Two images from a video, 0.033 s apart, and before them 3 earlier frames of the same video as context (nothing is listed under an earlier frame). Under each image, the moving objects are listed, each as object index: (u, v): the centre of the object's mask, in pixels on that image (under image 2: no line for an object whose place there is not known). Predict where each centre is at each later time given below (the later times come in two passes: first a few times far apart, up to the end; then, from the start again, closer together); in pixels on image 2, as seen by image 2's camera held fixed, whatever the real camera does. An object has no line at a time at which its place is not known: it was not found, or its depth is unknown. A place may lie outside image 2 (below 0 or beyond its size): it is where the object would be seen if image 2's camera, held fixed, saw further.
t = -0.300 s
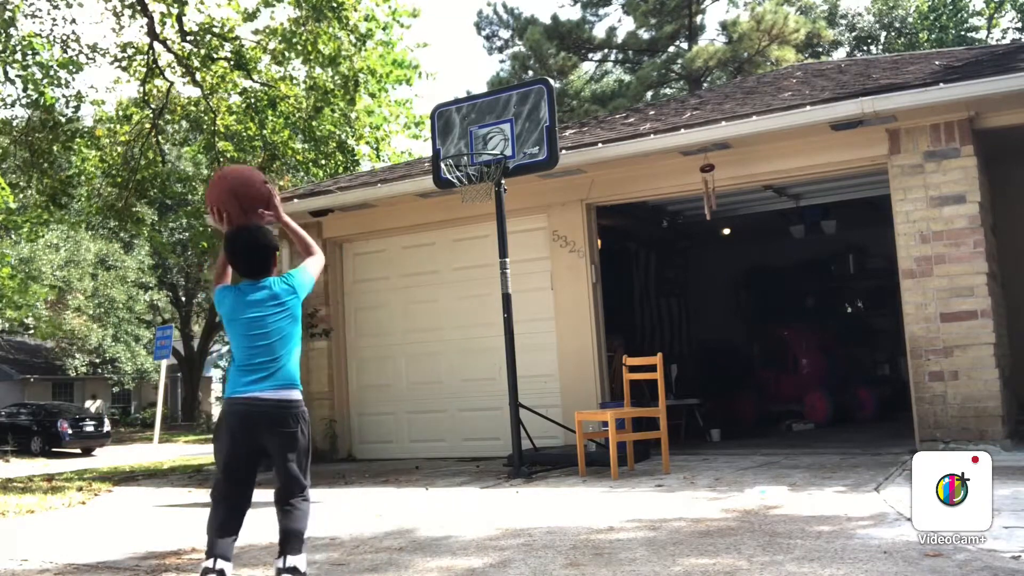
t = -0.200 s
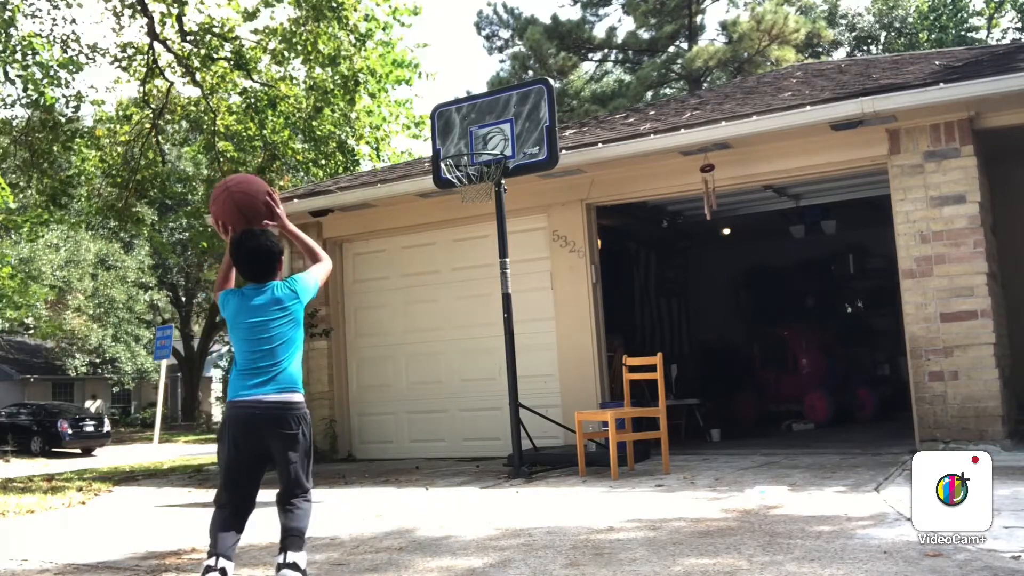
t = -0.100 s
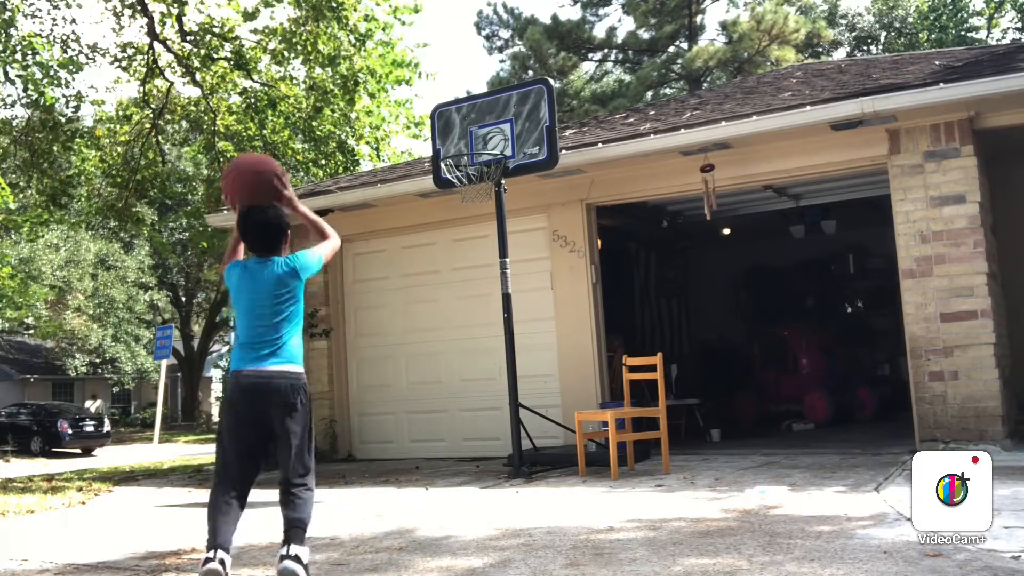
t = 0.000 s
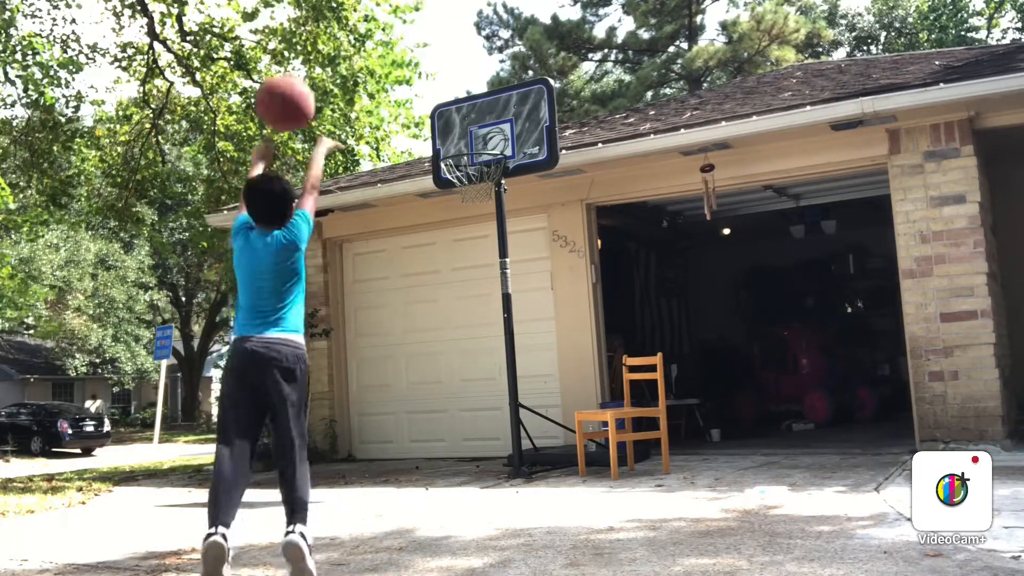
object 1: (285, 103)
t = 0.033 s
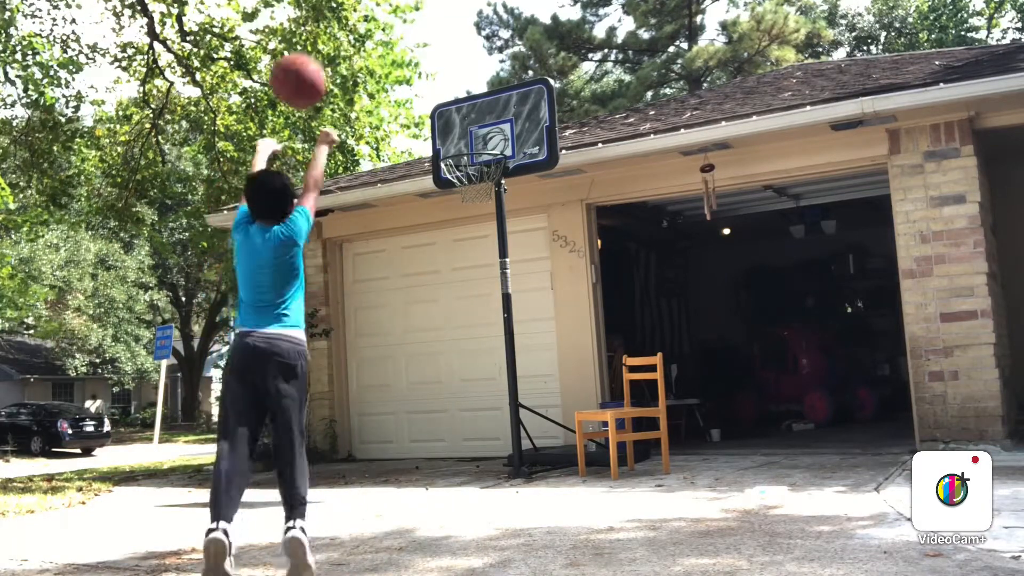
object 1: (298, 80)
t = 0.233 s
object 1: (364, 17)
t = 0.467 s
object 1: (421, 37)
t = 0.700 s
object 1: (470, 126)
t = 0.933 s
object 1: (474, 197)
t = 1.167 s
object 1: (448, 264)
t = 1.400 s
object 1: (424, 421)
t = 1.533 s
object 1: (407, 440)
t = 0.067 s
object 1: (310, 62)
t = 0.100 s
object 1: (323, 46)
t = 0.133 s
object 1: (334, 34)
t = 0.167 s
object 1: (345, 24)
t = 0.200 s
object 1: (355, 20)
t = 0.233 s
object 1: (364, 17)
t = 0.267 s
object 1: (374, 15)
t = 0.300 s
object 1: (382, 15)
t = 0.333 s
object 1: (390, 16)
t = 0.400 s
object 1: (406, 22)
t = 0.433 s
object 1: (414, 29)
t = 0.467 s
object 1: (421, 37)
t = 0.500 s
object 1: (428, 46)
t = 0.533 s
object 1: (436, 57)
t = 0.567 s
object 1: (442, 69)
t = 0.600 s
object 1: (449, 83)
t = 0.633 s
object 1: (457, 98)
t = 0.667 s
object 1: (464, 110)
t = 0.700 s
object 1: (470, 126)
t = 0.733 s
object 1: (475, 142)
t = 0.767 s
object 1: (481, 163)
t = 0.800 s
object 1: (485, 180)
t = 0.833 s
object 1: (485, 187)
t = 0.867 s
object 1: (482, 189)
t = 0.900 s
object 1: (477, 193)
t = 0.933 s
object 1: (474, 197)
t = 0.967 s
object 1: (470, 202)
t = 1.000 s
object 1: (466, 210)
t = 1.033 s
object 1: (462, 217)
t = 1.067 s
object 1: (459, 226)
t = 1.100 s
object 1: (455, 237)
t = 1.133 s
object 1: (451, 249)
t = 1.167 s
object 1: (448, 264)
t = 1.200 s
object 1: (445, 280)
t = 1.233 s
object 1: (441, 298)
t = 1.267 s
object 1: (438, 319)
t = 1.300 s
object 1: (434, 341)
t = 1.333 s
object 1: (431, 365)
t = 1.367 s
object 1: (427, 392)
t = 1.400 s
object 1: (424, 421)
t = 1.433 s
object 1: (420, 453)
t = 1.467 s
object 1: (416, 484)
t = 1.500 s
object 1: (412, 463)
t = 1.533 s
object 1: (407, 440)
